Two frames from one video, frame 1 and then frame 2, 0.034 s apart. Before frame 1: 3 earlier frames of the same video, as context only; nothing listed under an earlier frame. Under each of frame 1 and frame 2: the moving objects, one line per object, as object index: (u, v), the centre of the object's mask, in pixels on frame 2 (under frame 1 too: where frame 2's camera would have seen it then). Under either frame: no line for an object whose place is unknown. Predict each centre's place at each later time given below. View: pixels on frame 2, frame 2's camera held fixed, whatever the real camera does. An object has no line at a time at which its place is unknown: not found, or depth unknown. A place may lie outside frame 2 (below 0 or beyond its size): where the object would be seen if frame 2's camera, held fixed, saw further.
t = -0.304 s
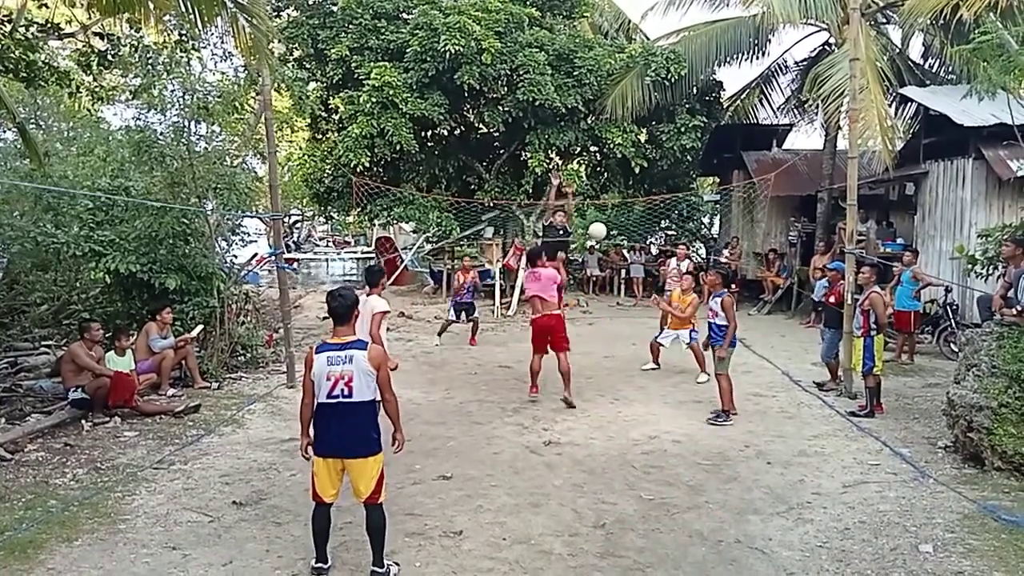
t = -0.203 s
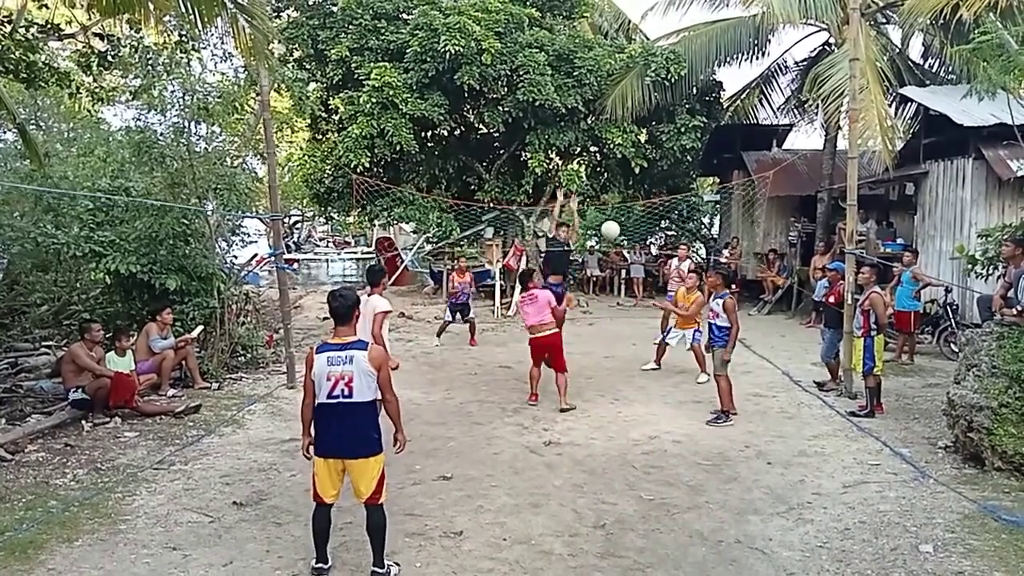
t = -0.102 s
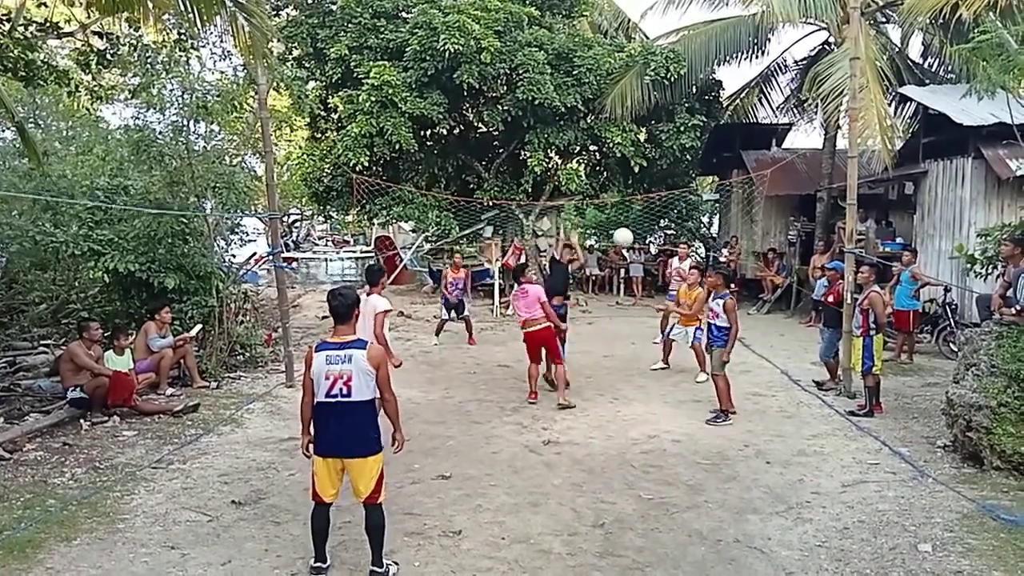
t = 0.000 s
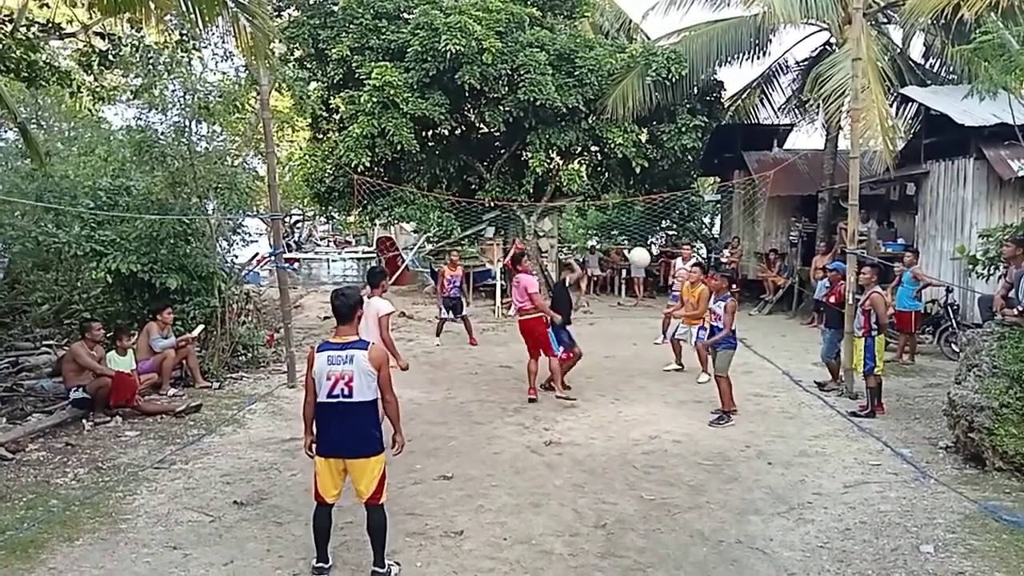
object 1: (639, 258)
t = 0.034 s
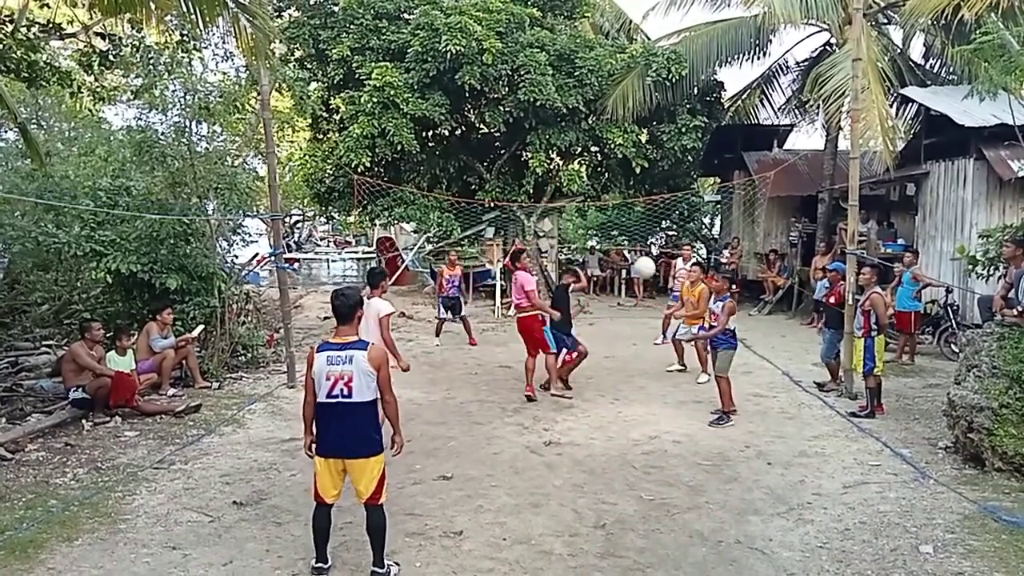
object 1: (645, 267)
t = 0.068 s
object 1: (650, 279)
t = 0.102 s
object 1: (656, 290)
